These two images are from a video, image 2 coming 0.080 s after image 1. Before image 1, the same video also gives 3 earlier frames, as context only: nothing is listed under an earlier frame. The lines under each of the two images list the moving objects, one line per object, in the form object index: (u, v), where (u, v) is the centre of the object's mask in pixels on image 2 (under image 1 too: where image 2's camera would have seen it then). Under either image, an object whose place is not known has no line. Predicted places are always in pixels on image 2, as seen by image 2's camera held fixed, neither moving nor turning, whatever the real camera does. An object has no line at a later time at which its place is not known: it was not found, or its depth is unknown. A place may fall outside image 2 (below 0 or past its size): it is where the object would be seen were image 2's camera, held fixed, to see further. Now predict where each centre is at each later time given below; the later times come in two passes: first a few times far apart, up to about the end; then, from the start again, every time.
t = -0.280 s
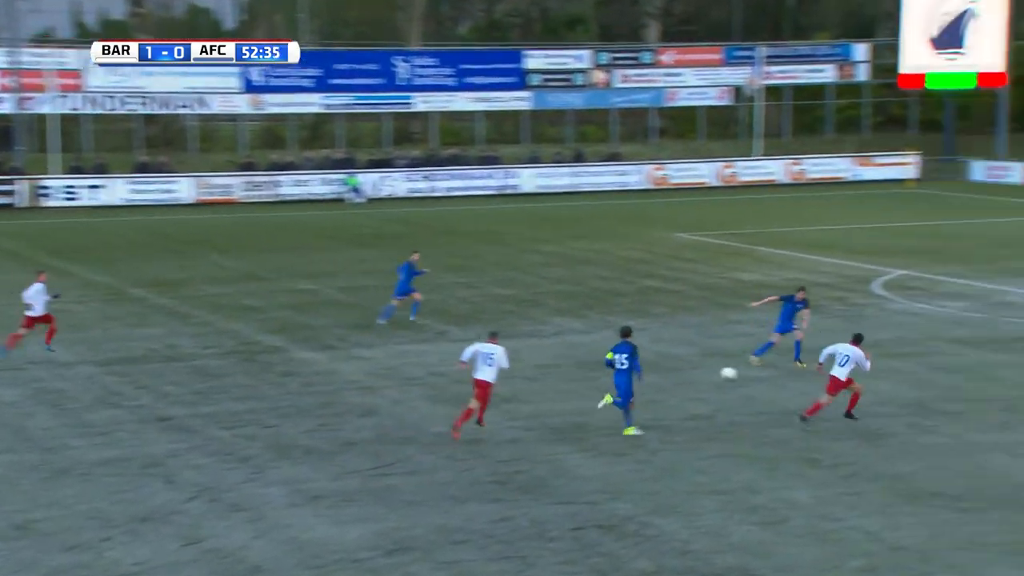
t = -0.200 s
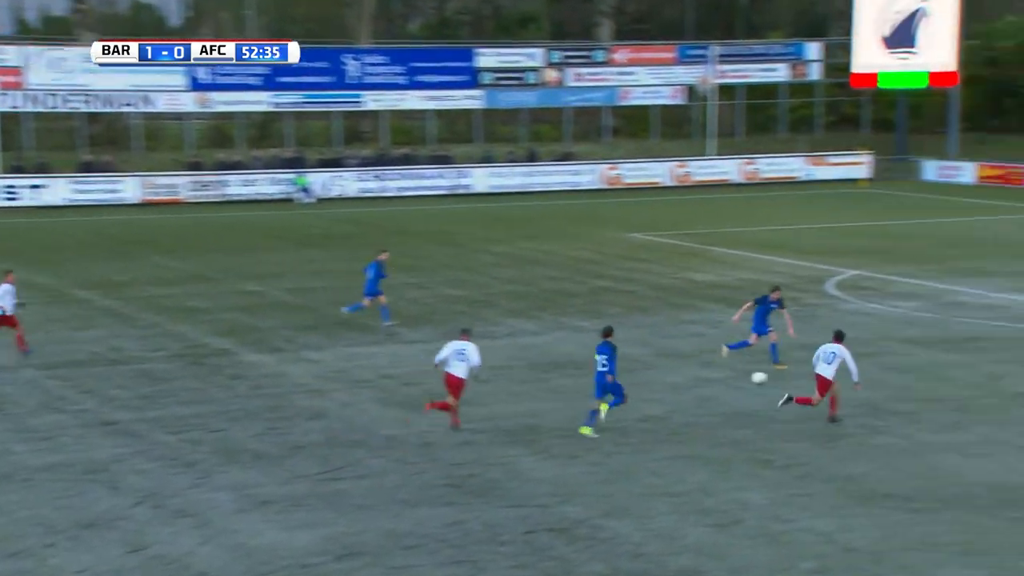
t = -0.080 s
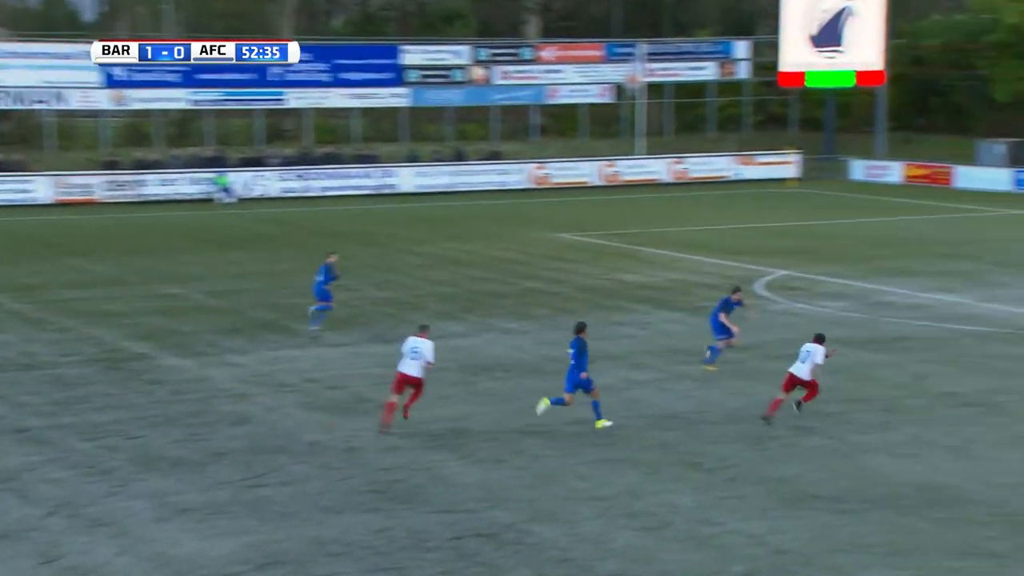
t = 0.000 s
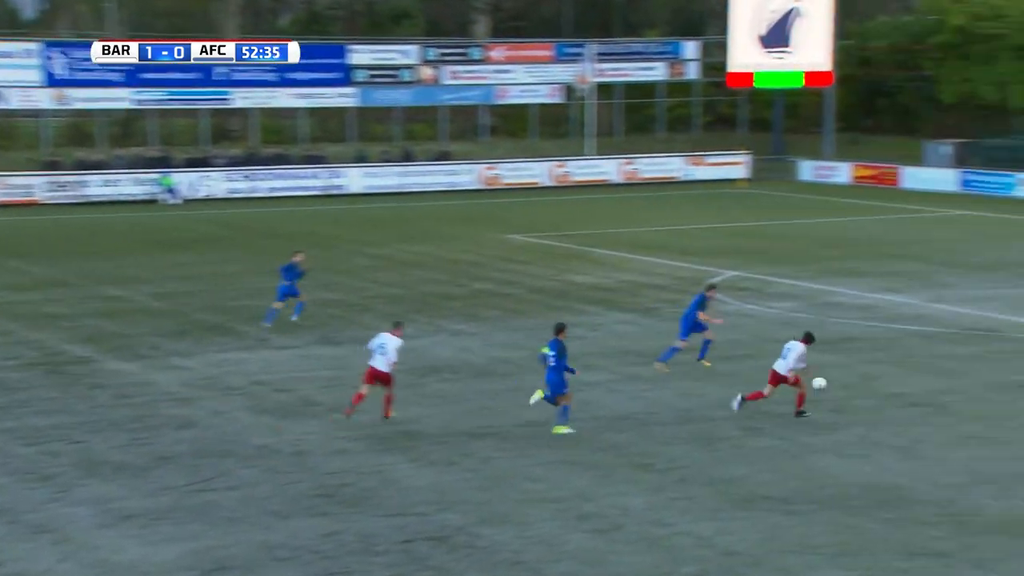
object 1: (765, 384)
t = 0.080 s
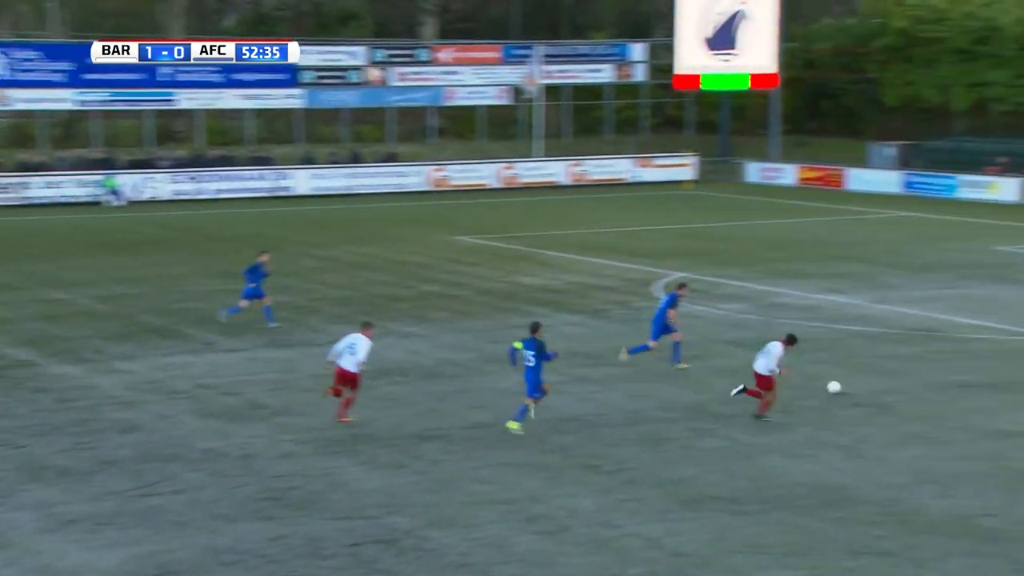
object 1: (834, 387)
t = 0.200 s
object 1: (932, 388)
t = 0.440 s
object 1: (1123, 400)
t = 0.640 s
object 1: (1275, 410)
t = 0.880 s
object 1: (1445, 424)
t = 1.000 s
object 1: (1526, 430)
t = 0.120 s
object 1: (867, 387)
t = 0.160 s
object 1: (899, 387)
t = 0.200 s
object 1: (932, 388)
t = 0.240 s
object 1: (965, 391)
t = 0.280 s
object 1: (997, 394)
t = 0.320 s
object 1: (1029, 395)
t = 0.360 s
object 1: (1061, 396)
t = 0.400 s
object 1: (1092, 399)
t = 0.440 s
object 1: (1123, 400)
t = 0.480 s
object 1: (1154, 400)
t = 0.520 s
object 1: (1185, 401)
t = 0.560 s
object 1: (1215, 405)
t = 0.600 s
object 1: (1246, 409)
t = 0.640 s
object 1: (1275, 410)
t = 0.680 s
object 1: (1304, 411)
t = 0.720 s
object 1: (1333, 414)
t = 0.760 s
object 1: (1362, 417)
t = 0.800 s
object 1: (1390, 418)
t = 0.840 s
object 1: (1417, 421)
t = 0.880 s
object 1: (1445, 424)
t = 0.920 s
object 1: (1472, 427)
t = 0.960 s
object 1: (1500, 428)
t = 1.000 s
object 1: (1526, 430)
